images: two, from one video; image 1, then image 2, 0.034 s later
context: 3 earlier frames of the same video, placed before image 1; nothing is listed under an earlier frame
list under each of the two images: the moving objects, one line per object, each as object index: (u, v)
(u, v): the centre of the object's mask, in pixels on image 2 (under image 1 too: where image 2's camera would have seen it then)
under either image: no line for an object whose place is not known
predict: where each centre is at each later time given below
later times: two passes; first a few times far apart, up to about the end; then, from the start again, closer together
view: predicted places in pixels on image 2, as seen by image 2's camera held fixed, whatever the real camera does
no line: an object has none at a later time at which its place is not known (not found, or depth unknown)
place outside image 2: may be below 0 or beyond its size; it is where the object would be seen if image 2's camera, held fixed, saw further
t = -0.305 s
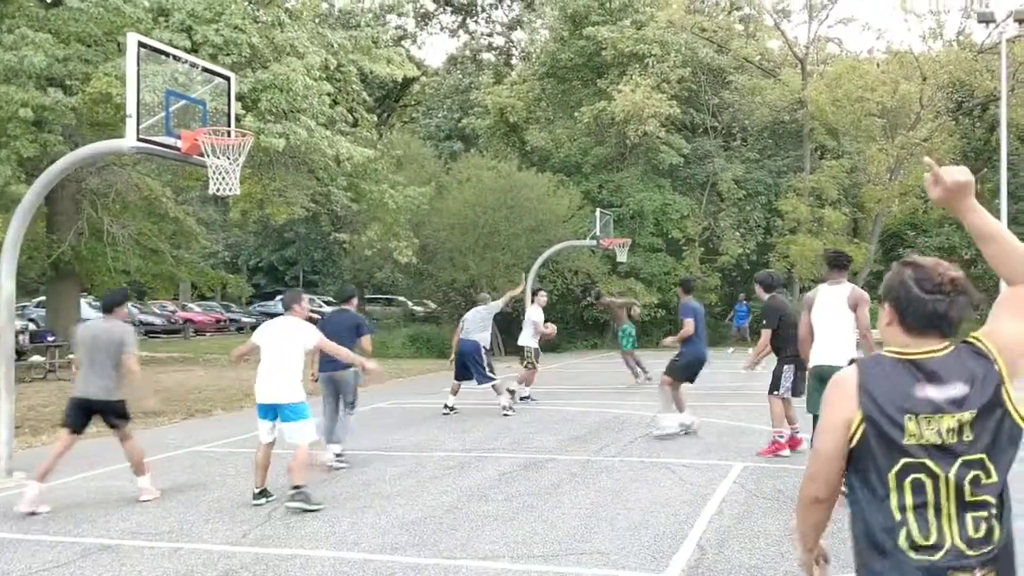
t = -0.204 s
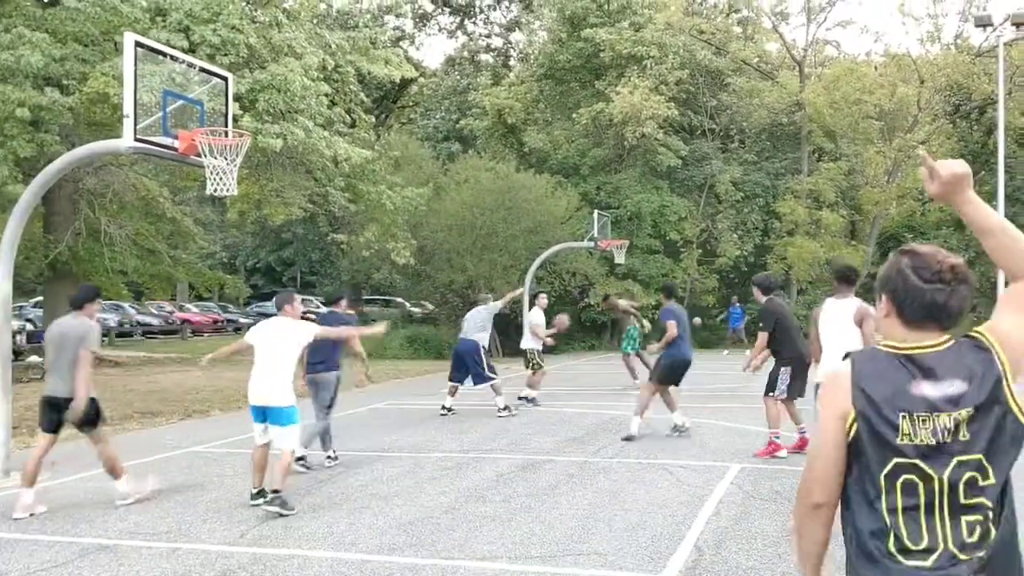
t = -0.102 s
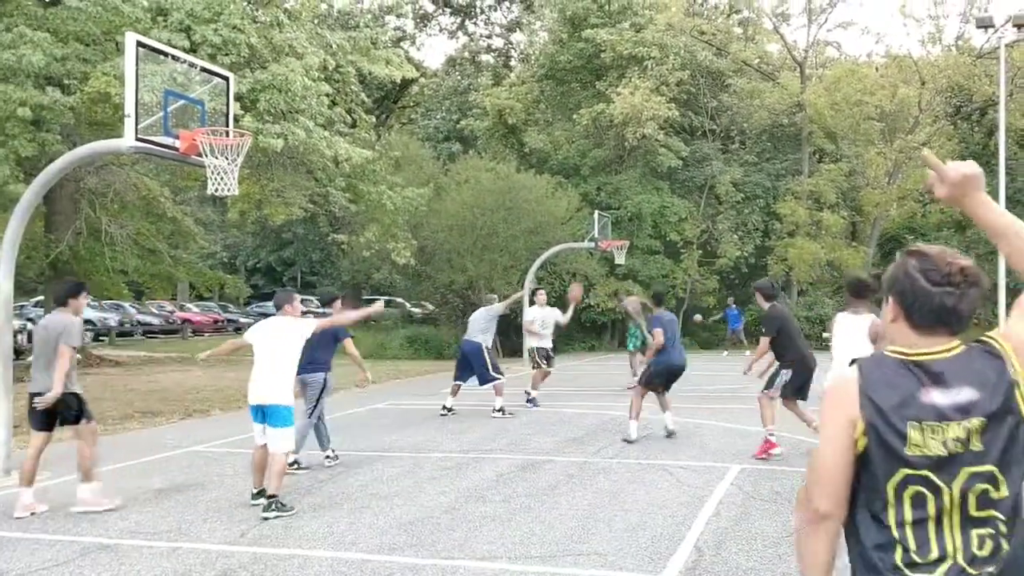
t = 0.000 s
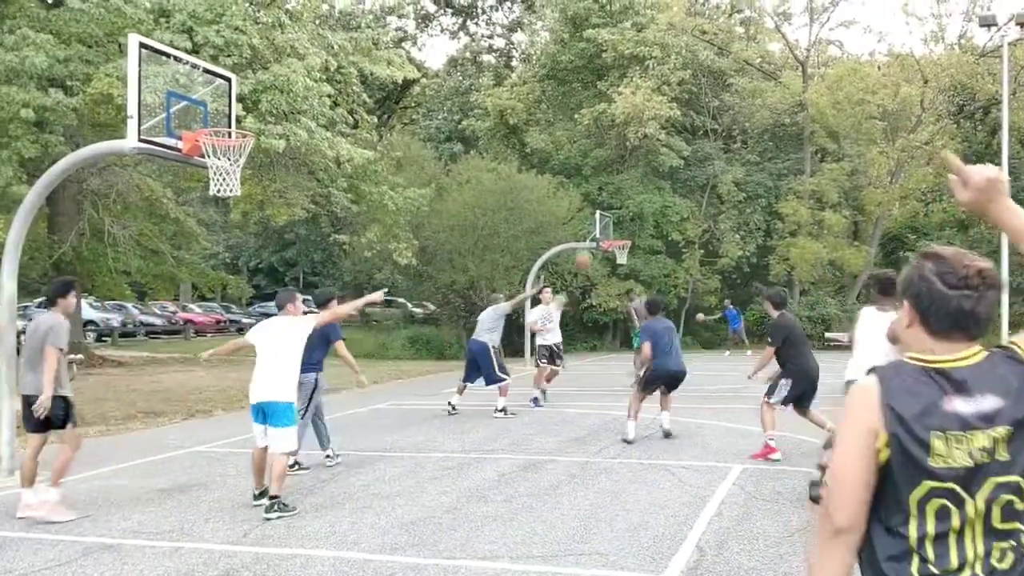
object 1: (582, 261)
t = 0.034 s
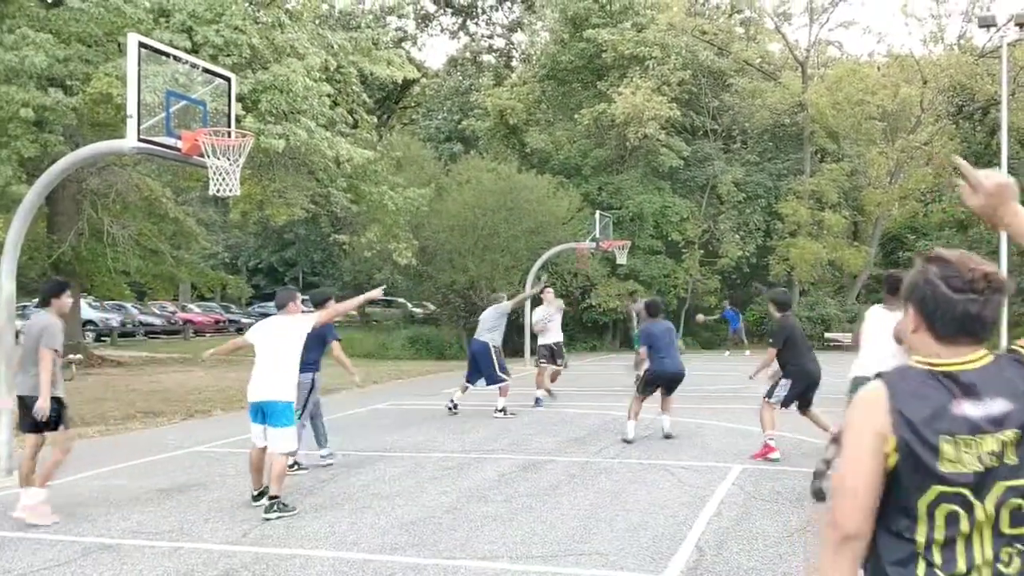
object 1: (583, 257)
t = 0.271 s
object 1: (604, 180)
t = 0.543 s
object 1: (643, 126)
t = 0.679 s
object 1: (675, 114)
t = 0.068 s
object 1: (586, 237)
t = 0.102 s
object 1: (588, 228)
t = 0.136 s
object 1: (591, 217)
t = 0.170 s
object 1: (594, 207)
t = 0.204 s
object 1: (596, 200)
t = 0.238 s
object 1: (599, 191)
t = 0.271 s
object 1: (604, 180)
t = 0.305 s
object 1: (607, 170)
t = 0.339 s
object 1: (611, 165)
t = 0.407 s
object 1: (620, 147)
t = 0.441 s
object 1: (626, 142)
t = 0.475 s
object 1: (631, 137)
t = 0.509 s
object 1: (637, 130)
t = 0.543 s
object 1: (643, 126)
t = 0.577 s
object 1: (649, 123)
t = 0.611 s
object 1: (658, 118)
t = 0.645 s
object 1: (668, 115)
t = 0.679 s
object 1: (675, 114)
